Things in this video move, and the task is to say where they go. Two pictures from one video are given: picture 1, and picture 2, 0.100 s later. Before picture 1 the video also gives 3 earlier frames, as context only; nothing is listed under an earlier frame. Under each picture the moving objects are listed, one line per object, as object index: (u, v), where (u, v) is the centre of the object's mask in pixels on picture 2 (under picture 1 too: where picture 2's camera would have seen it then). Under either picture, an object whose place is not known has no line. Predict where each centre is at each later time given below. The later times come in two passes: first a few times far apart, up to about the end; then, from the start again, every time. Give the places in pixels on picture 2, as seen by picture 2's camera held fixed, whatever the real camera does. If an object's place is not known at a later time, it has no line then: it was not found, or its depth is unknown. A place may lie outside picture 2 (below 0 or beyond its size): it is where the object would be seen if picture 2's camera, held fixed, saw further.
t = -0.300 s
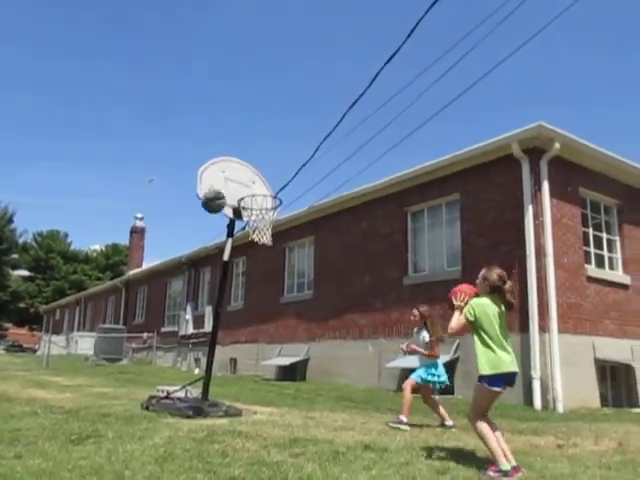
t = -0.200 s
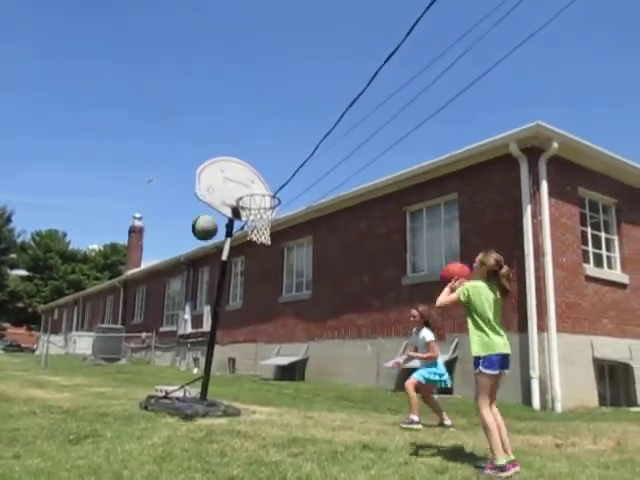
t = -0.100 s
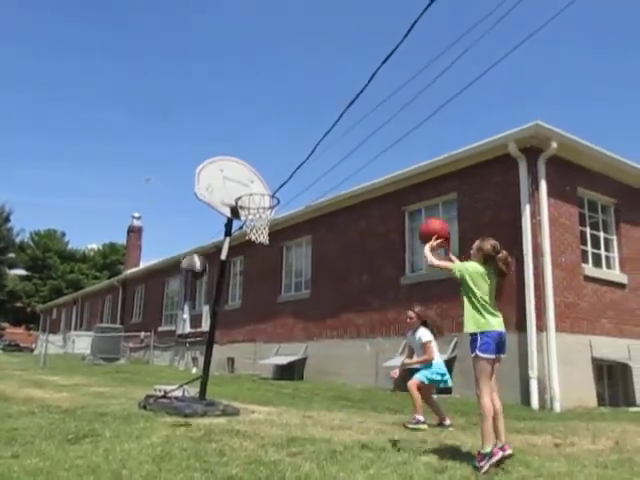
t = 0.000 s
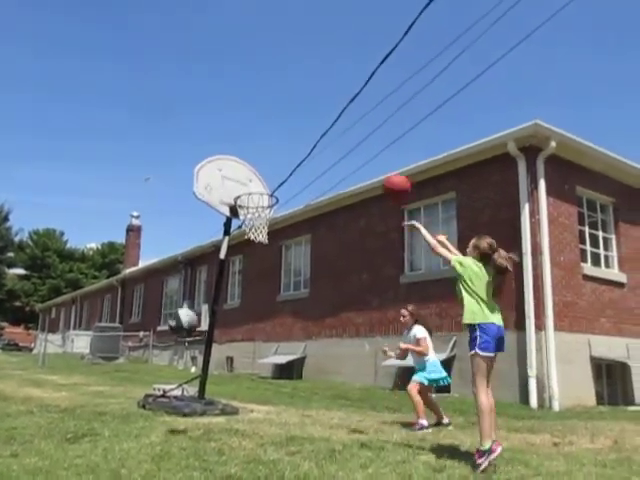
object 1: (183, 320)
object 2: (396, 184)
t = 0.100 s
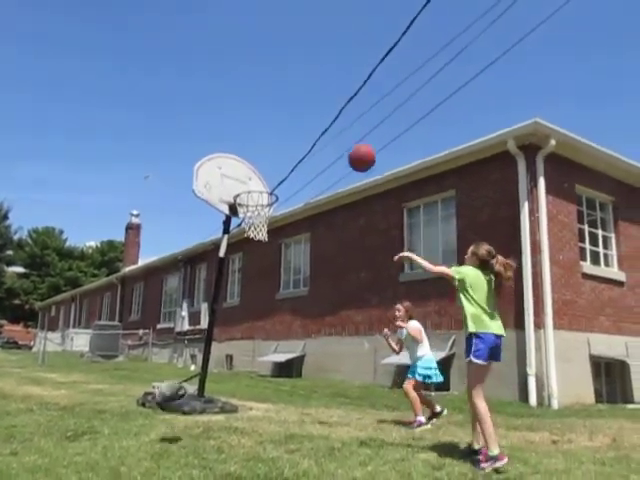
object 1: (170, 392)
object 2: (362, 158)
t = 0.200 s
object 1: (161, 403)
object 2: (331, 142)
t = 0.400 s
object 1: (149, 317)
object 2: (279, 145)
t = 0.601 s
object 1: (130, 279)
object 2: (232, 181)
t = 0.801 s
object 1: (107, 296)
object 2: (214, 204)
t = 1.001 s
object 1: (76, 379)
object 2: (211, 251)
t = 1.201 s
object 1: (46, 416)
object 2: (207, 351)
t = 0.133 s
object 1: (166, 426)
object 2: (351, 151)
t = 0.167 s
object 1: (163, 425)
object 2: (341, 146)
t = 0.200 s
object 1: (161, 403)
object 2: (331, 142)
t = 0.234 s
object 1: (159, 386)
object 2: (322, 140)
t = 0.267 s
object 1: (157, 369)
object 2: (313, 139)
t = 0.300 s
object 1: (155, 354)
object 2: (304, 139)
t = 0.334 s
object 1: (153, 340)
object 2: (295, 139)
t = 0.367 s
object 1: (151, 328)
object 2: (287, 142)
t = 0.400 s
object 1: (149, 317)
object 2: (279, 145)
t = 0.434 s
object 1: (147, 307)
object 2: (271, 148)
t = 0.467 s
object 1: (143, 297)
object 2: (263, 152)
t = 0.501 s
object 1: (140, 290)
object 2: (255, 159)
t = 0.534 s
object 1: (136, 285)
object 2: (248, 165)
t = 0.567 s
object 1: (133, 281)
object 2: (240, 173)
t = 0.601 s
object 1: (130, 279)
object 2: (232, 181)
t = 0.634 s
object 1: (128, 278)
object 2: (225, 188)
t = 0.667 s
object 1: (123, 280)
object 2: (216, 194)
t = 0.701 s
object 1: (120, 280)
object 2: (215, 195)
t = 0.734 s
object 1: (115, 284)
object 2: (215, 197)
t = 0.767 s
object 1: (112, 289)
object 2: (215, 200)
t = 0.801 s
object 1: (107, 296)
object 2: (214, 204)
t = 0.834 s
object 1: (102, 303)
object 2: (214, 210)
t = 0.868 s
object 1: (97, 315)
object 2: (213, 216)
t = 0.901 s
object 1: (92, 328)
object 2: (213, 224)
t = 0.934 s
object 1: (87, 343)
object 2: (213, 233)
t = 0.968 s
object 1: (82, 360)
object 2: (212, 242)
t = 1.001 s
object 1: (76, 379)
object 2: (211, 251)
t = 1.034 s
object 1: (69, 400)
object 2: (210, 265)
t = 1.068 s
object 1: (63, 424)
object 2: (209, 278)
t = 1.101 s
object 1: (56, 450)
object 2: (208, 294)
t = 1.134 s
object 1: (53, 445)
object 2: (208, 311)
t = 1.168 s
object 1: (50, 429)
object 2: (207, 330)
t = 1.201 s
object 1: (46, 416)
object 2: (207, 351)
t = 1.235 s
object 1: (43, 405)
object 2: (205, 373)
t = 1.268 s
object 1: (40, 395)
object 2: (204, 396)
